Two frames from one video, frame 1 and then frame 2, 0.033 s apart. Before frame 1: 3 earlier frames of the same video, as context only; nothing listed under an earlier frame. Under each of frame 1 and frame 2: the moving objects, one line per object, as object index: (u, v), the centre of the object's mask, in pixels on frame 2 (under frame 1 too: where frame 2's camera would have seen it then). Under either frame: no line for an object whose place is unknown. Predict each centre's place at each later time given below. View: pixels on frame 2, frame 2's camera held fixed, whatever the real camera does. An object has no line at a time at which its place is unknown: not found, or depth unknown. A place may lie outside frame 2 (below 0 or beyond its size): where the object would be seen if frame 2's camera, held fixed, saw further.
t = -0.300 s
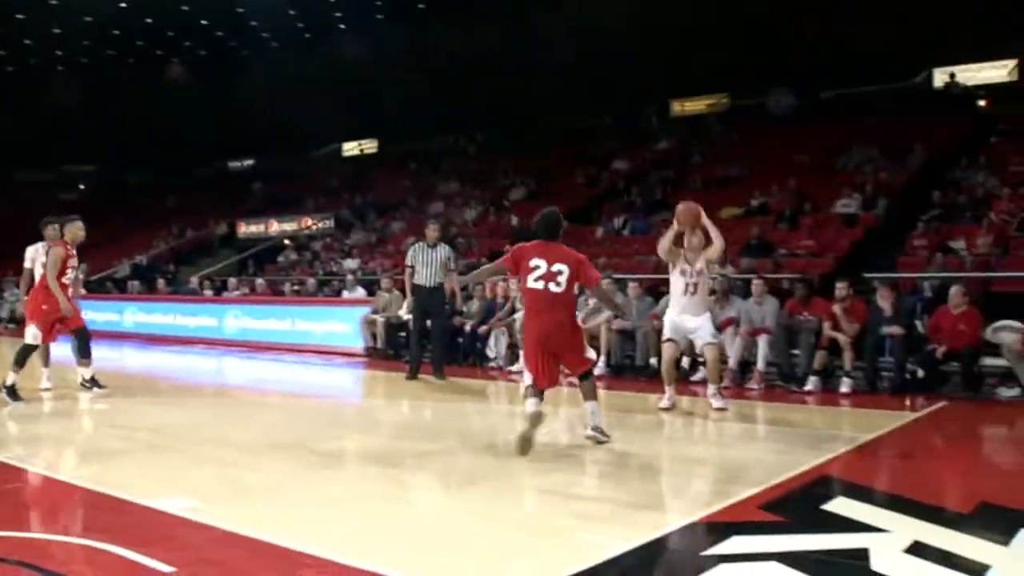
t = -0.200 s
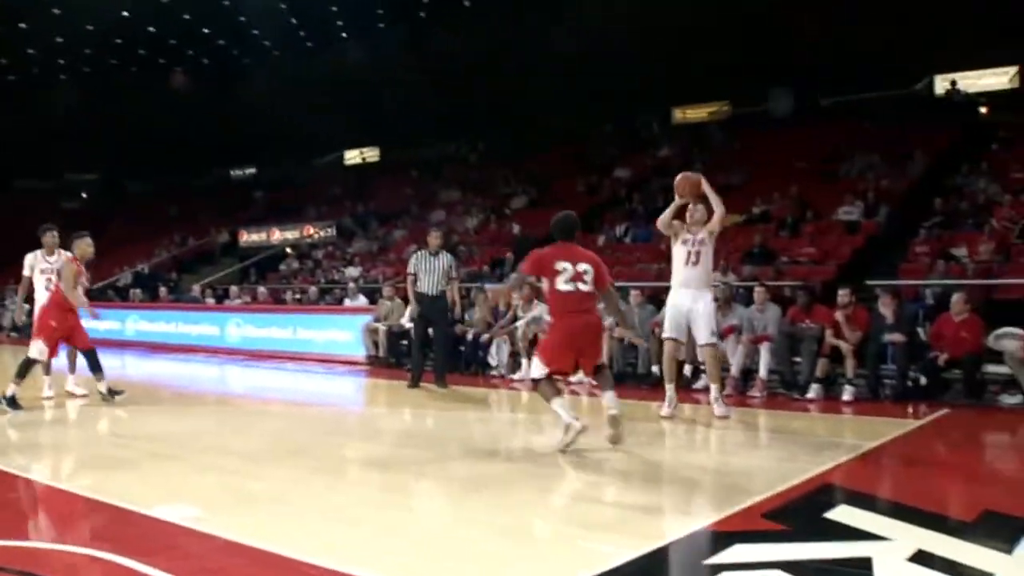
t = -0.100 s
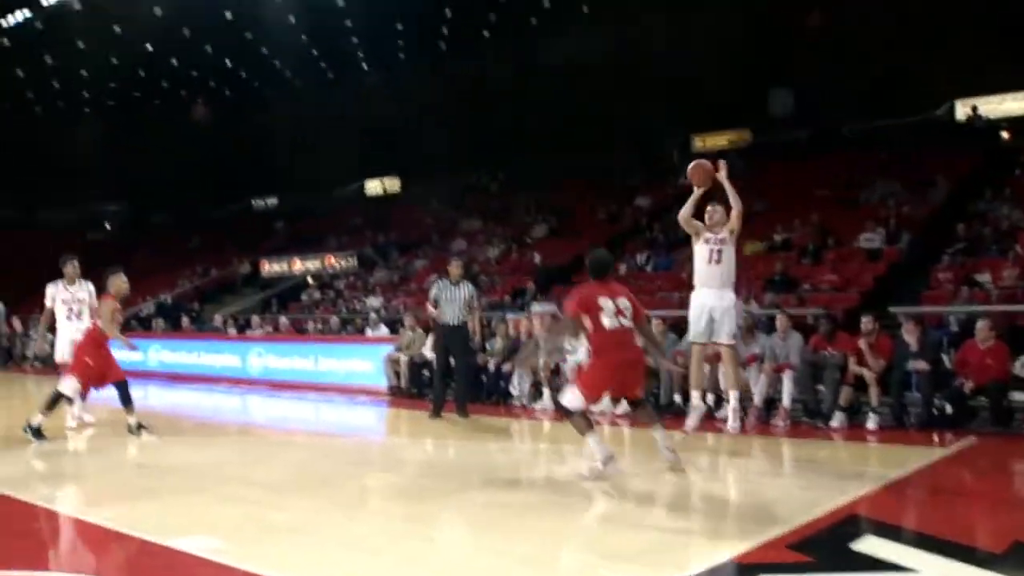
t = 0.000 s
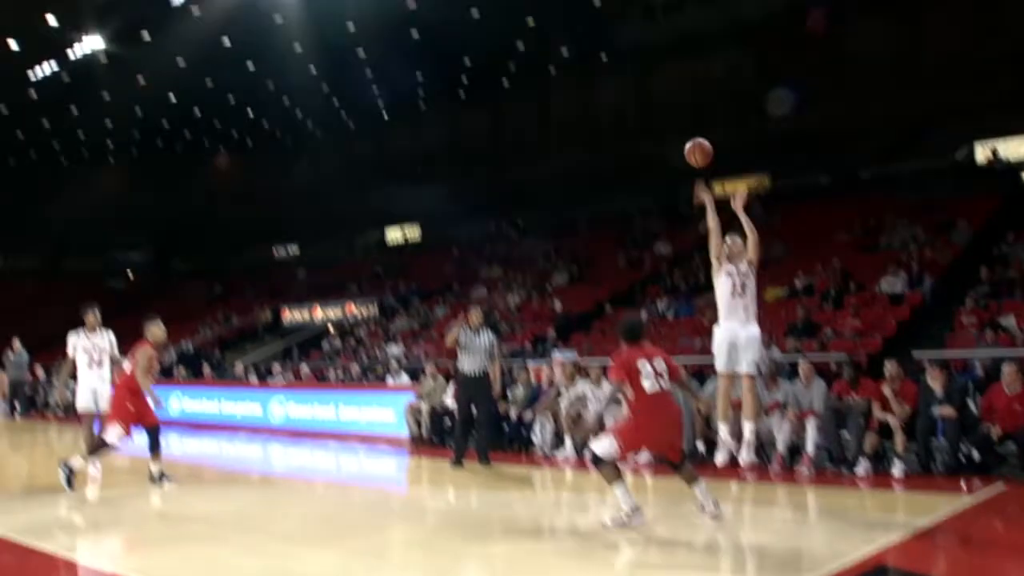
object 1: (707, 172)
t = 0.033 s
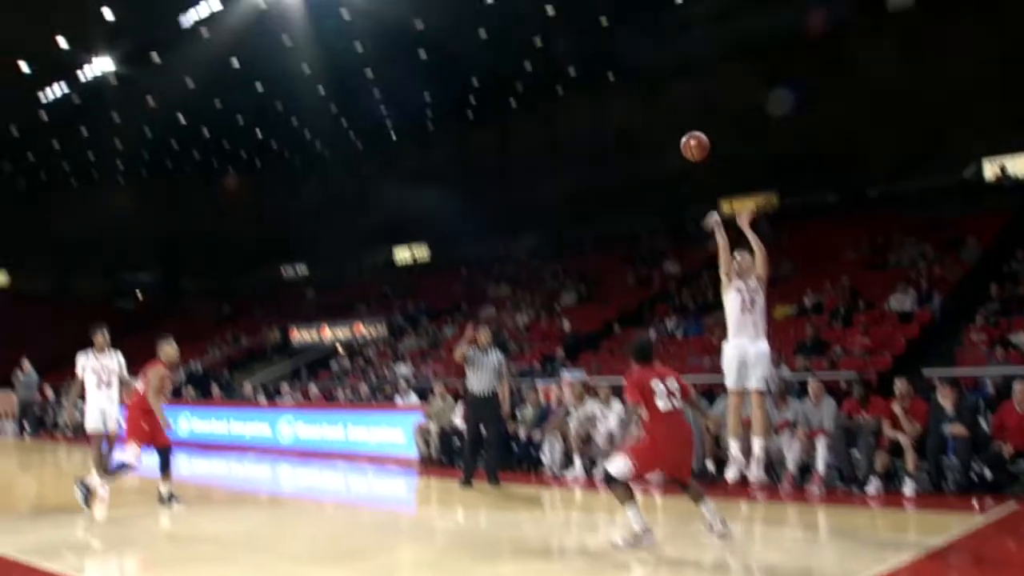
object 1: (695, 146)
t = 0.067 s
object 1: (683, 121)
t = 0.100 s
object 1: (670, 96)
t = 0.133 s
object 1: (658, 72)
